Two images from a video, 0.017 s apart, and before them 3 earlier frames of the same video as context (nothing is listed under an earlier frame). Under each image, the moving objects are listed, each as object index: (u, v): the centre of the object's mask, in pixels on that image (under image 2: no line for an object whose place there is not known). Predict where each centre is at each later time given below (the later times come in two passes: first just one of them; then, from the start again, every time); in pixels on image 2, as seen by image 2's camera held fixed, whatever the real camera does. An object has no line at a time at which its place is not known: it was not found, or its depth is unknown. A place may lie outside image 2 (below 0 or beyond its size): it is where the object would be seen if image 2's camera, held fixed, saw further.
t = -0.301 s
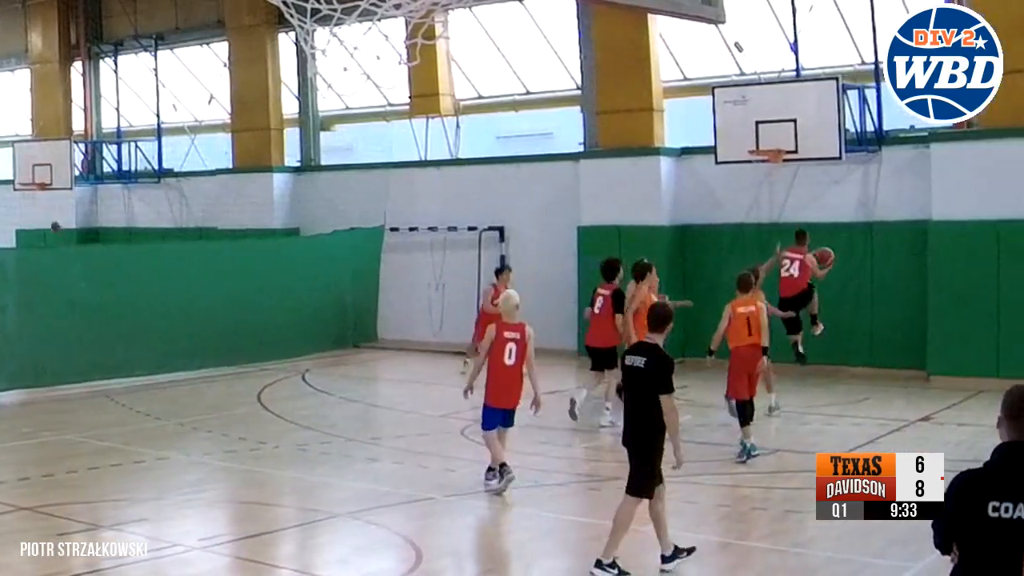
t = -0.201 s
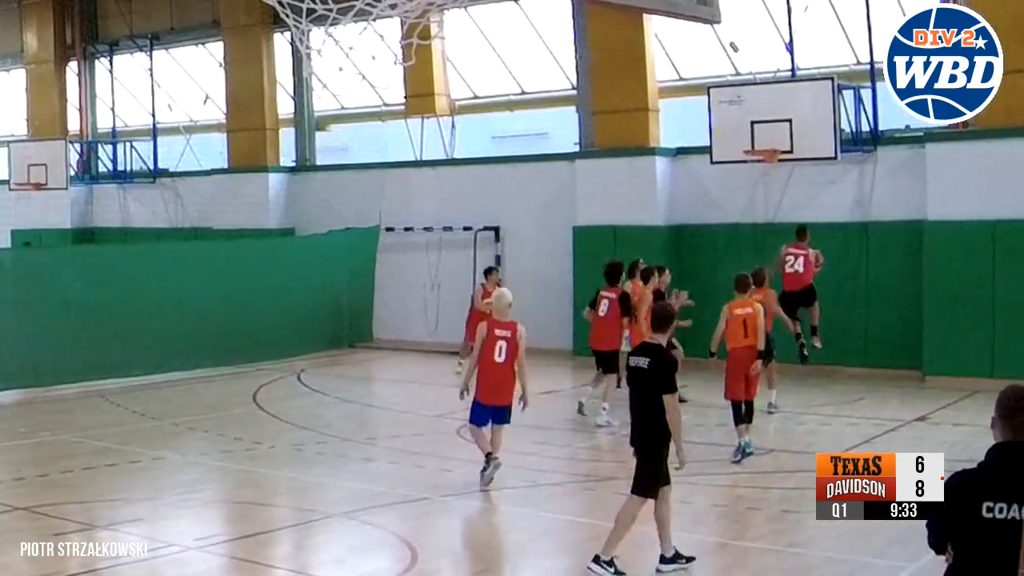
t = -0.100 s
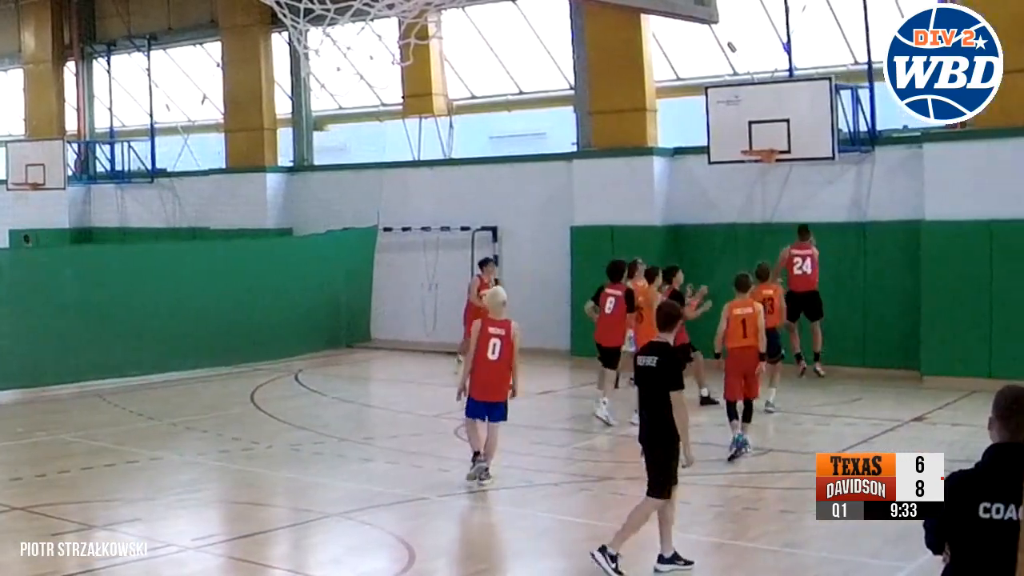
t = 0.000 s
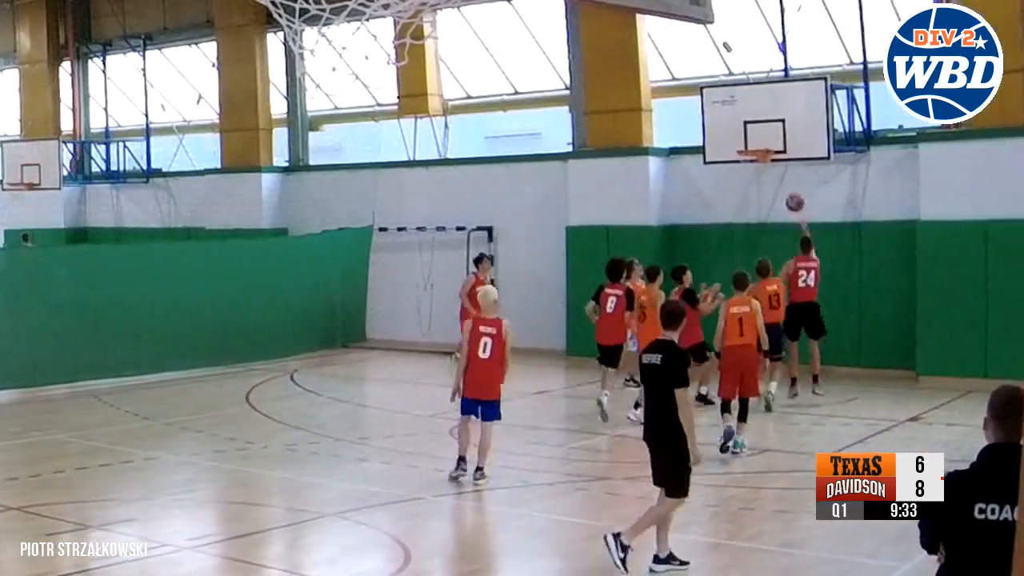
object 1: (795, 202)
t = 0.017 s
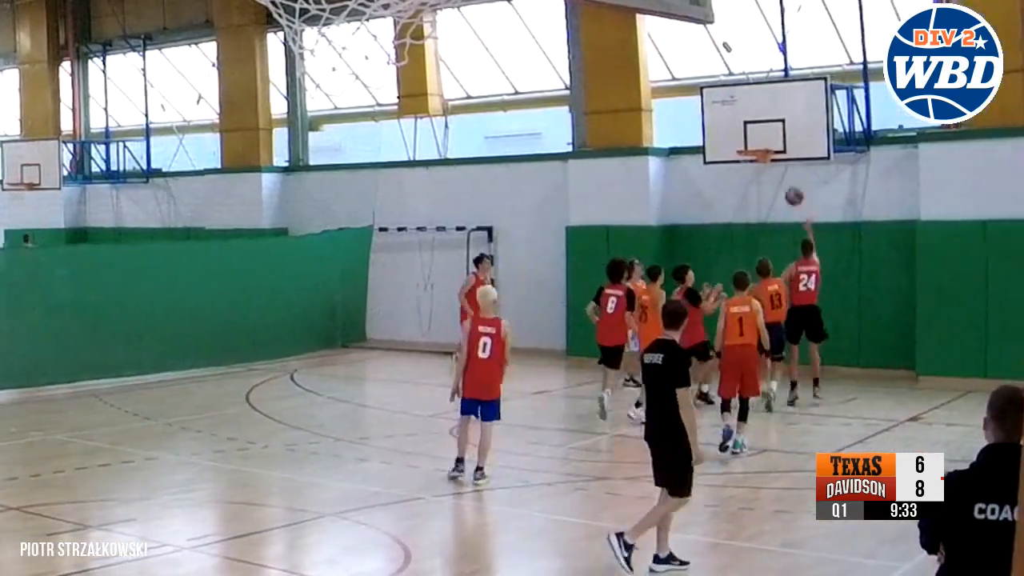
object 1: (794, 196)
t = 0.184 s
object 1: (787, 143)
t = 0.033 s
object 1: (793, 189)
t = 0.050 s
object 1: (792, 183)
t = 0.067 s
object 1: (792, 177)
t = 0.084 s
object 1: (791, 172)
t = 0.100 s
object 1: (790, 167)
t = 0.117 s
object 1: (789, 161)
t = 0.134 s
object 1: (789, 157)
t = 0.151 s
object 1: (788, 151)
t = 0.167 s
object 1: (787, 147)
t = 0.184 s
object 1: (787, 143)
